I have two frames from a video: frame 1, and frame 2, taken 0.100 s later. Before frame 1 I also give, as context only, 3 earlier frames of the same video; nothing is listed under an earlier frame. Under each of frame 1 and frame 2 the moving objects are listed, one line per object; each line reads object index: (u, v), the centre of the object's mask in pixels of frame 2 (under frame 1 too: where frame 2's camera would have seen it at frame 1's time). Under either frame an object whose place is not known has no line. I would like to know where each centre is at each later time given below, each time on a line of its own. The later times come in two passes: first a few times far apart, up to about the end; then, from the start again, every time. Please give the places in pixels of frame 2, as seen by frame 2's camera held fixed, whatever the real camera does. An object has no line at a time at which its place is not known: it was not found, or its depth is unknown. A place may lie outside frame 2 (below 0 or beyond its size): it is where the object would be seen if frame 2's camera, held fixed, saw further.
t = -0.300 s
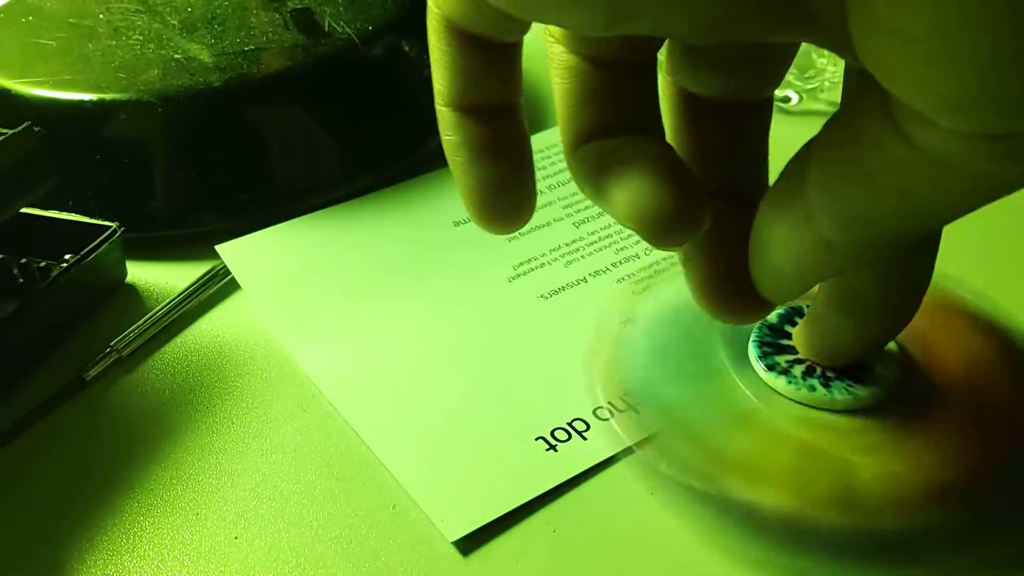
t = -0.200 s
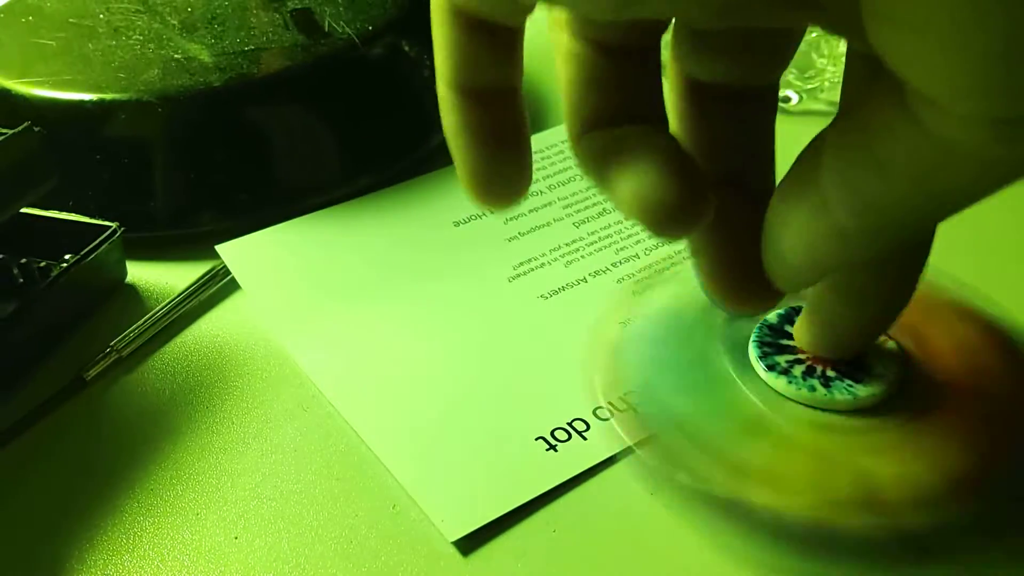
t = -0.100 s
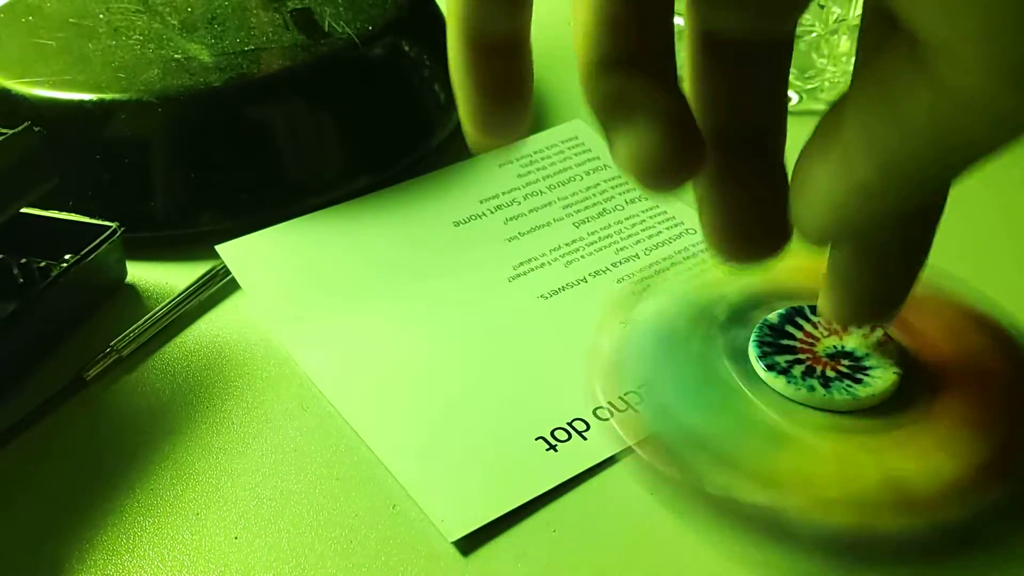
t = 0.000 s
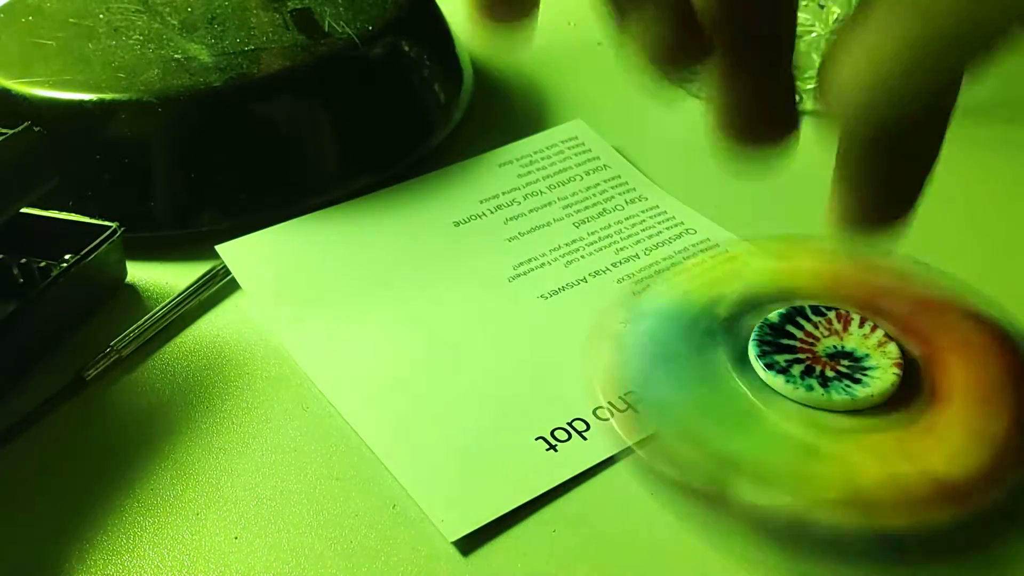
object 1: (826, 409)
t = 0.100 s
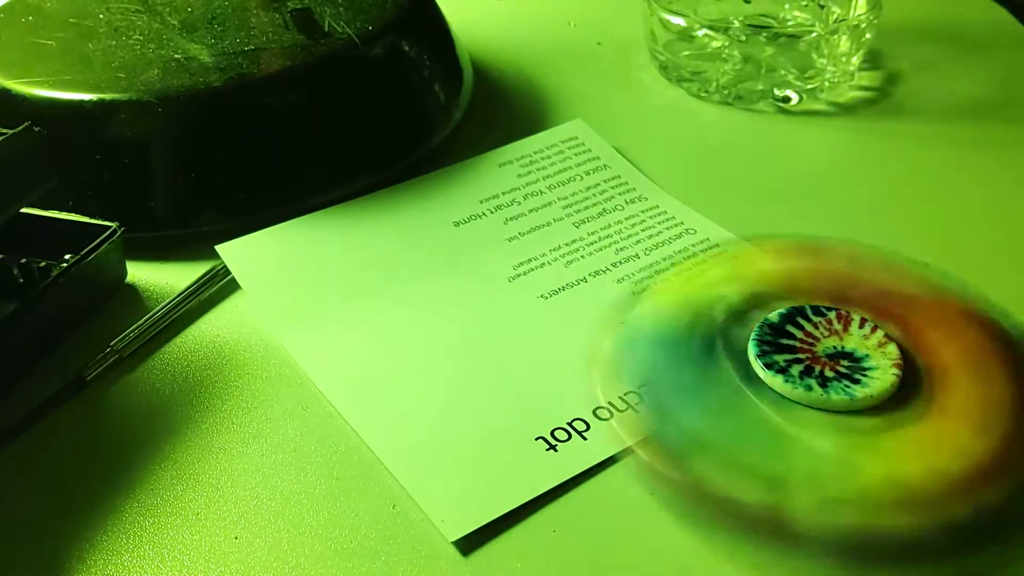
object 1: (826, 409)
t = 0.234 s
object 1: (825, 410)
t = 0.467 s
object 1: (825, 410)
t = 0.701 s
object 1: (825, 410)
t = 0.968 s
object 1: (826, 411)
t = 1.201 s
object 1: (827, 410)
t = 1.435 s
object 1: (827, 411)
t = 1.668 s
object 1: (825, 410)
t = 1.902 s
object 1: (824, 411)
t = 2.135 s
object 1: (824, 411)
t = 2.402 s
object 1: (823, 411)
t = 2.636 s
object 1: (822, 413)
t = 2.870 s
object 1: (822, 411)
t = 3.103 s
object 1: (823, 412)
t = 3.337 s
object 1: (821, 413)
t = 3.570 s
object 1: (823, 412)
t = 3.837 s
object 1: (822, 412)
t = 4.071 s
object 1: (822, 413)
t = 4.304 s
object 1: (821, 412)
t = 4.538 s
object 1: (822, 412)
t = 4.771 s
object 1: (821, 412)
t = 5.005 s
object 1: (822, 412)
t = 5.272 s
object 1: (820, 414)
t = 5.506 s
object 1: (821, 413)
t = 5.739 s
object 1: (823, 414)
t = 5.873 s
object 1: (819, 416)
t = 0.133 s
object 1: (824, 410)
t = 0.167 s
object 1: (826, 409)
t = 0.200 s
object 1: (828, 409)
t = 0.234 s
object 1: (825, 410)
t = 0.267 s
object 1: (826, 409)
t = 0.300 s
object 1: (827, 410)
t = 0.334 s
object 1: (825, 411)
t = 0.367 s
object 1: (825, 409)
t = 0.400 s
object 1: (827, 410)
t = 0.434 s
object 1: (825, 411)
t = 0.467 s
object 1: (825, 410)
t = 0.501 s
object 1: (825, 410)
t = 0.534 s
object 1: (826, 410)
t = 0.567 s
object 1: (824, 410)
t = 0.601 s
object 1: (824, 410)
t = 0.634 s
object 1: (826, 411)
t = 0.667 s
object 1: (824, 411)
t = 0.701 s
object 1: (825, 410)
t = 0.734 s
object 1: (827, 410)
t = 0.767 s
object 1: (825, 411)
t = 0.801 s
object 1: (825, 410)
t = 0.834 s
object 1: (825, 410)
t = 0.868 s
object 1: (825, 410)
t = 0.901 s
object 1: (824, 410)
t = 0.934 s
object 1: (825, 410)
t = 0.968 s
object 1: (826, 411)
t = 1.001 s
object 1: (825, 412)
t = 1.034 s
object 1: (825, 410)
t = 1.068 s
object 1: (826, 410)
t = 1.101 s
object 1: (826, 410)
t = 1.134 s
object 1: (825, 410)
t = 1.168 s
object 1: (825, 409)
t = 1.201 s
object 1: (827, 410)
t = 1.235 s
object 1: (825, 412)
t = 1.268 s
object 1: (825, 410)
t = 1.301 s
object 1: (826, 410)
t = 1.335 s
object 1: (826, 411)
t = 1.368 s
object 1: (824, 411)
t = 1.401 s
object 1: (825, 410)
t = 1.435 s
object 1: (827, 411)
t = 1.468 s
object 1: (825, 411)
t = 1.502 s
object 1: (825, 410)
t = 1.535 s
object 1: (825, 410)
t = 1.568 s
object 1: (825, 411)
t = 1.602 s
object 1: (823, 412)
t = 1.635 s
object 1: (826, 410)
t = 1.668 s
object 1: (825, 410)
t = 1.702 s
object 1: (824, 411)
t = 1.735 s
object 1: (824, 412)
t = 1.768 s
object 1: (824, 411)
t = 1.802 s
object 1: (825, 411)
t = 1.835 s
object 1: (825, 412)
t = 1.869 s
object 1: (824, 411)
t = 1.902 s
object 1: (824, 411)
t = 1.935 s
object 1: (824, 411)
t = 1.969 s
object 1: (823, 414)
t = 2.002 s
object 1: (824, 410)
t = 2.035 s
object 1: (825, 411)
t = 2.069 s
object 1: (825, 411)
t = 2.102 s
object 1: (823, 413)
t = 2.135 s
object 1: (824, 411)
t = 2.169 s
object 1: (824, 411)
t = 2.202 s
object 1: (825, 411)
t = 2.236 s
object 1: (824, 412)
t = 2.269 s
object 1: (824, 411)
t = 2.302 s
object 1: (824, 411)
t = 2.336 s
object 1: (825, 411)
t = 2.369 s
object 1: (822, 413)
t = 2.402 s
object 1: (823, 411)
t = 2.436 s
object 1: (824, 411)
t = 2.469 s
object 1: (825, 411)
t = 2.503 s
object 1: (822, 412)
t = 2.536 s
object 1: (823, 412)
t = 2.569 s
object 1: (823, 411)
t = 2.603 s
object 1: (824, 411)
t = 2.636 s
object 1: (822, 413)
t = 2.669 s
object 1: (824, 411)
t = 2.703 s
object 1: (823, 411)
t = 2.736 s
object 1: (822, 411)
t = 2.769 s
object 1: (822, 413)
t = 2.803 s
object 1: (823, 412)
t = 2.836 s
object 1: (823, 412)
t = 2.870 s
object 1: (822, 411)
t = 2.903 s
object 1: (821, 413)
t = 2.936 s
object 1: (822, 412)
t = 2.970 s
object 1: (822, 412)
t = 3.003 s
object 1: (824, 413)
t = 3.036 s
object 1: (822, 414)
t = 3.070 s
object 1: (821, 412)
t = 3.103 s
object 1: (823, 412)
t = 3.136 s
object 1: (823, 412)
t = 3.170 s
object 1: (823, 413)
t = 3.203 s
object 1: (820, 413)
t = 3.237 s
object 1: (822, 412)
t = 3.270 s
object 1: (822, 412)
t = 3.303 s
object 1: (823, 412)
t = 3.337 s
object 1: (821, 413)
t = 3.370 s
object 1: (822, 412)
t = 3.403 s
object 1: (823, 412)
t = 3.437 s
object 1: (822, 413)
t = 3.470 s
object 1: (822, 414)
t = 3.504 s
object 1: (821, 412)
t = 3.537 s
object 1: (822, 412)
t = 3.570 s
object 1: (823, 412)
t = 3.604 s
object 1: (823, 412)
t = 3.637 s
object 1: (821, 413)
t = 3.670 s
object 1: (822, 412)
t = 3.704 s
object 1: (822, 412)
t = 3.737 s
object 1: (822, 412)
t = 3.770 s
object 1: (821, 413)
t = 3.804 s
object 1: (821, 413)
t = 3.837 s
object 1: (822, 412)
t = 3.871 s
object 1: (824, 412)
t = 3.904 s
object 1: (822, 413)
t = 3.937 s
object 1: (821, 413)
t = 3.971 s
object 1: (823, 412)
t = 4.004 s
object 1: (822, 412)
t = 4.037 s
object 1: (823, 413)
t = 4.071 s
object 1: (822, 413)
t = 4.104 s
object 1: (821, 413)
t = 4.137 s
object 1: (821, 412)
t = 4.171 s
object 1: (822, 413)
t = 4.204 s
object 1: (821, 413)
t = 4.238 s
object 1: (821, 415)
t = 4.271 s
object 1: (820, 414)
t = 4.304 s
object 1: (821, 412)
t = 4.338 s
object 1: (822, 412)
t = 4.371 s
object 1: (822, 412)
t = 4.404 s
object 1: (821, 414)
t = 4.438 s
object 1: (821, 412)
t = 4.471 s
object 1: (821, 412)
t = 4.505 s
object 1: (822, 413)
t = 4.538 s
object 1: (822, 412)
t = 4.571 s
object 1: (821, 414)
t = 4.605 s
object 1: (822, 412)
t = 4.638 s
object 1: (822, 413)
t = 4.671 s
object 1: (823, 413)
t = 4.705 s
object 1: (822, 412)
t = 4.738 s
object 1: (821, 414)
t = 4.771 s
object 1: (821, 412)
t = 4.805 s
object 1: (823, 413)
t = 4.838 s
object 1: (822, 412)
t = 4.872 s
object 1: (822, 412)
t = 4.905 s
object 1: (821, 414)
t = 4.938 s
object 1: (821, 412)
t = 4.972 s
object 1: (821, 412)
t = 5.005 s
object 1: (822, 412)
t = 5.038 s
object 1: (822, 412)
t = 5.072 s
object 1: (820, 414)
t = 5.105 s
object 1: (820, 411)
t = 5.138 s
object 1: (821, 412)
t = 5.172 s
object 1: (821, 412)
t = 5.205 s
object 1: (822, 414)
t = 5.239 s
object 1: (820, 415)
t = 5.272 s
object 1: (820, 414)
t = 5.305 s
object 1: (821, 413)
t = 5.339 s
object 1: (821, 413)
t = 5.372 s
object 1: (822, 414)
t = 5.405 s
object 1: (822, 413)
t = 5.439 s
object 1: (821, 415)
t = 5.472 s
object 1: (821, 413)
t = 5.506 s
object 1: (821, 413)
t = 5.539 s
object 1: (822, 413)
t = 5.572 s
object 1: (820, 414)
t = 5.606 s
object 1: (819, 416)
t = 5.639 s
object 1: (818, 415)
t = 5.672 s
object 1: (821, 414)
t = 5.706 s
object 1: (820, 414)
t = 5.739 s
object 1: (823, 414)
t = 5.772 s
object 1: (823, 415)
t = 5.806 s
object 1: (821, 418)
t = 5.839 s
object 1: (819, 415)
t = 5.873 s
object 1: (819, 416)
